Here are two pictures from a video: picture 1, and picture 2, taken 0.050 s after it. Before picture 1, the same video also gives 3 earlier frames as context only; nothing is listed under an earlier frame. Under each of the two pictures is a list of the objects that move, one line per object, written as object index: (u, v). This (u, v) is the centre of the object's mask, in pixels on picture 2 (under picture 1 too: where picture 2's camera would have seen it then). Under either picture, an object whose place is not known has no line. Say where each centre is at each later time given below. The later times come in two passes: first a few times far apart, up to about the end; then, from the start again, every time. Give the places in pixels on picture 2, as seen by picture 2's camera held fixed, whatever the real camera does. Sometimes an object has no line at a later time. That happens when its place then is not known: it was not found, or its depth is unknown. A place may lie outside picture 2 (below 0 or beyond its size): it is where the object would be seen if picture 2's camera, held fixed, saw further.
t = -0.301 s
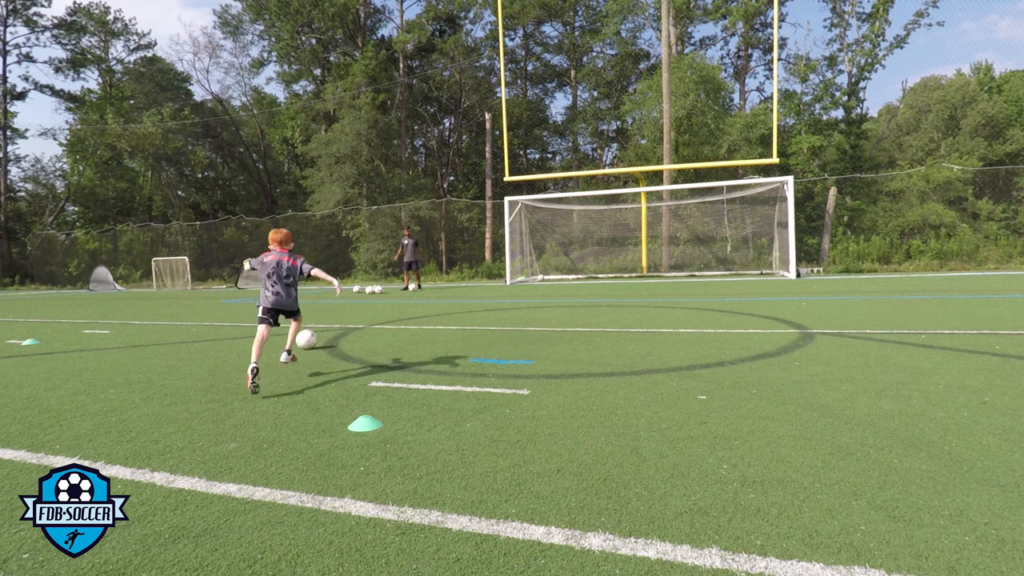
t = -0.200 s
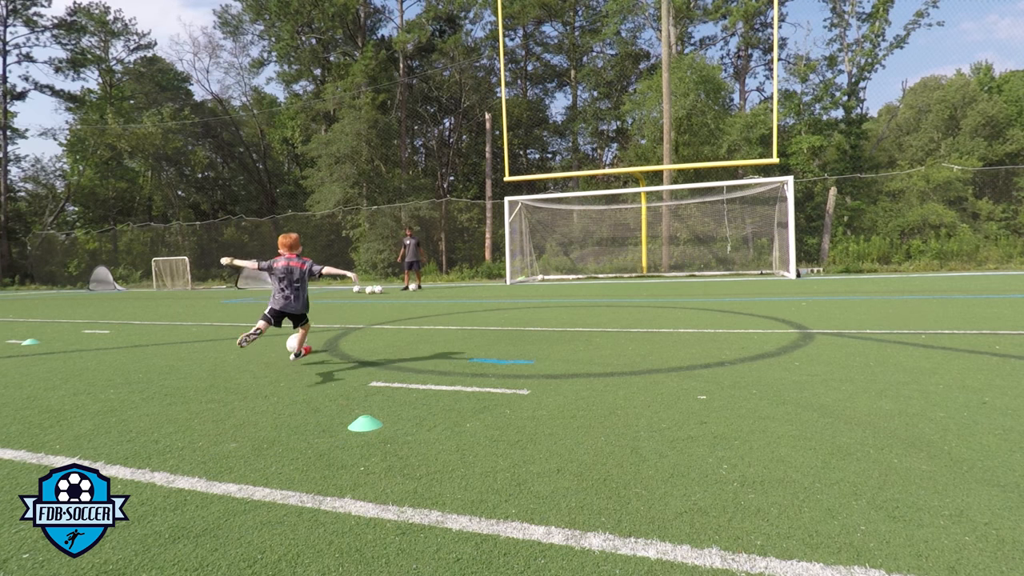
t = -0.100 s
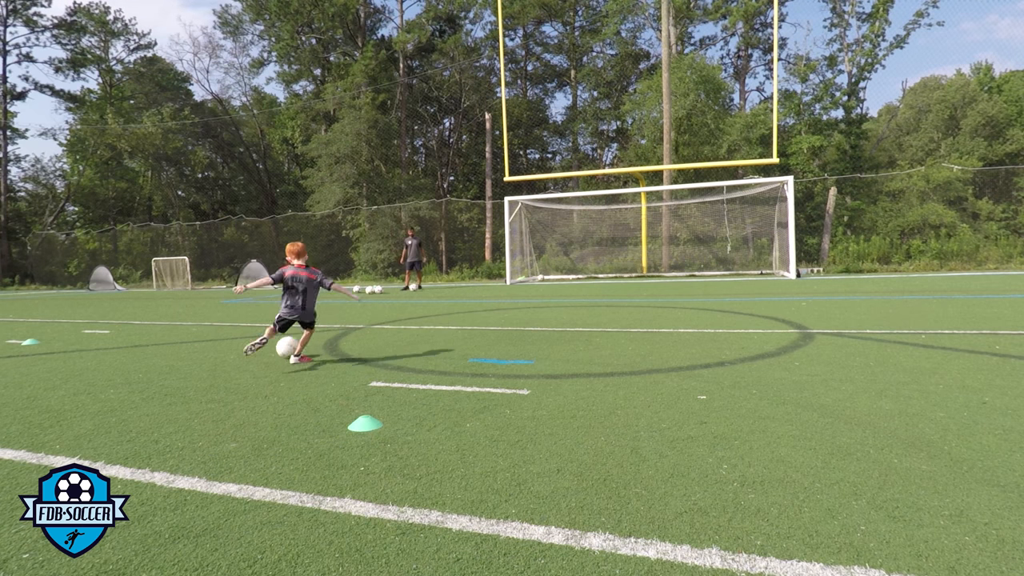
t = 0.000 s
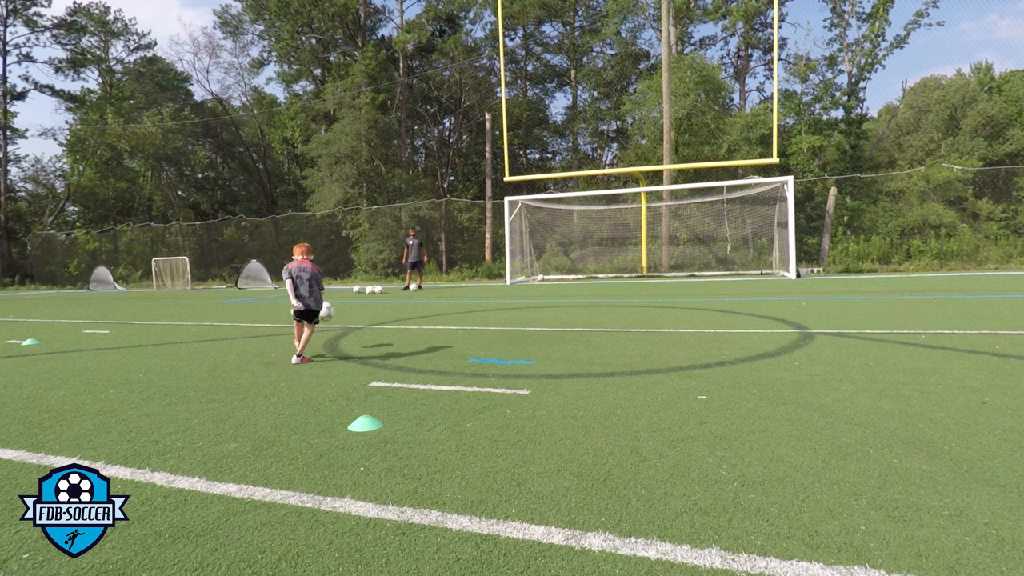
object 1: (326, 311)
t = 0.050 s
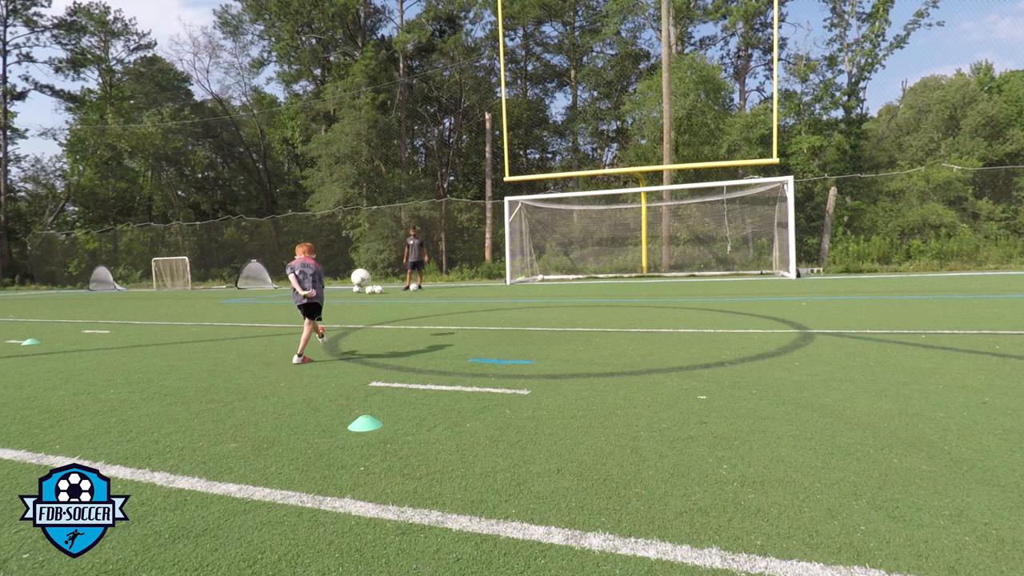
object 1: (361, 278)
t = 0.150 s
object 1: (419, 230)
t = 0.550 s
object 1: (547, 170)
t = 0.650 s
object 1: (566, 172)
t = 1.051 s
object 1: (618, 209)
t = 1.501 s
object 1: (632, 268)
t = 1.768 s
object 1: (630, 258)
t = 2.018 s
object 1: (628, 266)
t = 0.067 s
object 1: (372, 268)
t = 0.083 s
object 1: (382, 259)
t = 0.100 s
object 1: (392, 251)
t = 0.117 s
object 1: (401, 244)
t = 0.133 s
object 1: (411, 237)
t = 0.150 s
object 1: (419, 230)
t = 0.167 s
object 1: (427, 224)
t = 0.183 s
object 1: (435, 219)
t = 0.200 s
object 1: (442, 214)
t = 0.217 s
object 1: (450, 209)
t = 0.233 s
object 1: (456, 204)
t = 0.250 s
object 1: (463, 200)
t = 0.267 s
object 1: (469, 196)
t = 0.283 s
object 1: (475, 193)
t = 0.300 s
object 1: (480, 190)
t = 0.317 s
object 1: (487, 187)
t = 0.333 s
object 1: (492, 185)
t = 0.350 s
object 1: (497, 183)
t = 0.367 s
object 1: (502, 181)
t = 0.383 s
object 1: (507, 179)
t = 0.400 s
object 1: (511, 177)
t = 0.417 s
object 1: (516, 176)
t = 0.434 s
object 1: (520, 174)
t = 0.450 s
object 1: (524, 173)
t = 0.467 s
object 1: (529, 172)
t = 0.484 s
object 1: (532, 171)
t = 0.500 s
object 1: (536, 171)
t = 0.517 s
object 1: (540, 170)
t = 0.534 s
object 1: (543, 170)
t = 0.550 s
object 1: (547, 170)
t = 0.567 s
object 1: (550, 170)
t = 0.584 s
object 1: (553, 170)
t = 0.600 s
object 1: (557, 170)
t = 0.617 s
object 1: (560, 171)
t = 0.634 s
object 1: (563, 171)
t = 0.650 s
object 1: (566, 172)
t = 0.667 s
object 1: (569, 173)
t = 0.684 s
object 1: (572, 174)
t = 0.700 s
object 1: (574, 174)
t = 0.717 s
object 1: (577, 175)
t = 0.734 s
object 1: (580, 177)
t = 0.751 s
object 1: (582, 178)
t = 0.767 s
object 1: (585, 179)
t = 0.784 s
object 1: (587, 180)
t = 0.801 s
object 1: (589, 181)
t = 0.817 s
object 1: (592, 183)
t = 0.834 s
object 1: (594, 184)
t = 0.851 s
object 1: (596, 186)
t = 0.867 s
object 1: (598, 187)
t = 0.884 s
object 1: (600, 189)
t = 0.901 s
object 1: (603, 190)
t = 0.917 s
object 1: (604, 193)
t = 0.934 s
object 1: (607, 195)
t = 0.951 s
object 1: (609, 196)
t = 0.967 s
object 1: (610, 198)
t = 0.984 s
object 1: (612, 200)
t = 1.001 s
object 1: (614, 202)
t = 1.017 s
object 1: (615, 204)
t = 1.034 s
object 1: (617, 207)
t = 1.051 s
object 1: (618, 209)
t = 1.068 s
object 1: (621, 211)
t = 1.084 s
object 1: (622, 213)
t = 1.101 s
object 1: (624, 216)
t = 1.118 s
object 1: (626, 218)
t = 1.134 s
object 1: (627, 221)
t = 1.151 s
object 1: (628, 223)
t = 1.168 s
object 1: (629, 225)
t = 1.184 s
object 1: (629, 227)
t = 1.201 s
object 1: (629, 228)
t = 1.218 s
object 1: (629, 230)
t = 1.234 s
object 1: (630, 232)
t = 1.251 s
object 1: (630, 234)
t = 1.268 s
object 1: (630, 236)
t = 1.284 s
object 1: (630, 237)
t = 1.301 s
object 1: (630, 240)
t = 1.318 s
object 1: (630, 242)
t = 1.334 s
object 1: (630, 244)
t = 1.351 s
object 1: (631, 246)
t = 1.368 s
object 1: (631, 248)
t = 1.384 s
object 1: (631, 251)
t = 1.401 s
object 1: (631, 253)
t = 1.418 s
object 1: (631, 256)
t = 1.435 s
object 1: (631, 258)
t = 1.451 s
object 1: (632, 260)
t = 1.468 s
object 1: (632, 262)
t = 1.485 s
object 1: (632, 265)
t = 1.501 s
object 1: (632, 268)
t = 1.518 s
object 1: (632, 270)
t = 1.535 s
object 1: (632, 272)
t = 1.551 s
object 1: (632, 274)
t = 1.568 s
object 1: (632, 273)
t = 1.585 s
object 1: (632, 271)
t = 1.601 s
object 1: (632, 269)
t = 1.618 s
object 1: (632, 268)
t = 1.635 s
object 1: (632, 266)
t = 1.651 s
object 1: (632, 264)
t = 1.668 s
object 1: (631, 263)
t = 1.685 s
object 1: (631, 262)
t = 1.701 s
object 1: (631, 260)
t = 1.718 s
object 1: (631, 260)
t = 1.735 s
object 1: (631, 259)
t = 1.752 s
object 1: (631, 258)
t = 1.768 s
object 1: (630, 258)
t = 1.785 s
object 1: (630, 258)
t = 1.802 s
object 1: (630, 258)
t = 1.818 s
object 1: (630, 258)
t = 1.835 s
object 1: (630, 258)
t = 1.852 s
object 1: (630, 258)
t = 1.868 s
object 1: (630, 258)
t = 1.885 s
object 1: (629, 259)
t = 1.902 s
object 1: (629, 259)
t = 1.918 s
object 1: (629, 259)
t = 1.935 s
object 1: (629, 260)
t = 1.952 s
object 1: (629, 261)
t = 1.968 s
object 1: (629, 262)
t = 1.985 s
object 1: (628, 264)
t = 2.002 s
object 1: (628, 265)
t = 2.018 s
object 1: (628, 266)
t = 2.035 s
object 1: (628, 268)
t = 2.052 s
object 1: (628, 269)
